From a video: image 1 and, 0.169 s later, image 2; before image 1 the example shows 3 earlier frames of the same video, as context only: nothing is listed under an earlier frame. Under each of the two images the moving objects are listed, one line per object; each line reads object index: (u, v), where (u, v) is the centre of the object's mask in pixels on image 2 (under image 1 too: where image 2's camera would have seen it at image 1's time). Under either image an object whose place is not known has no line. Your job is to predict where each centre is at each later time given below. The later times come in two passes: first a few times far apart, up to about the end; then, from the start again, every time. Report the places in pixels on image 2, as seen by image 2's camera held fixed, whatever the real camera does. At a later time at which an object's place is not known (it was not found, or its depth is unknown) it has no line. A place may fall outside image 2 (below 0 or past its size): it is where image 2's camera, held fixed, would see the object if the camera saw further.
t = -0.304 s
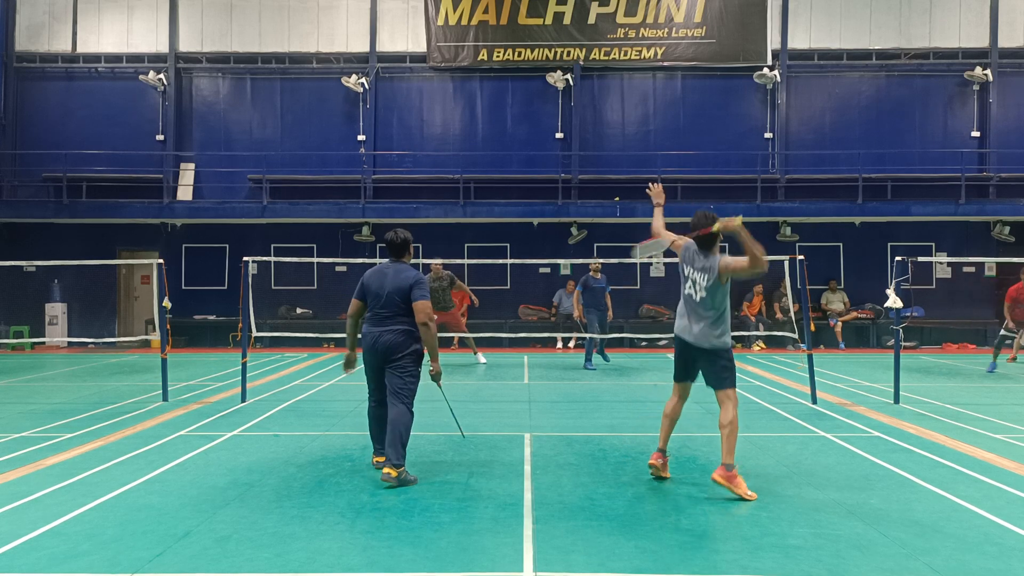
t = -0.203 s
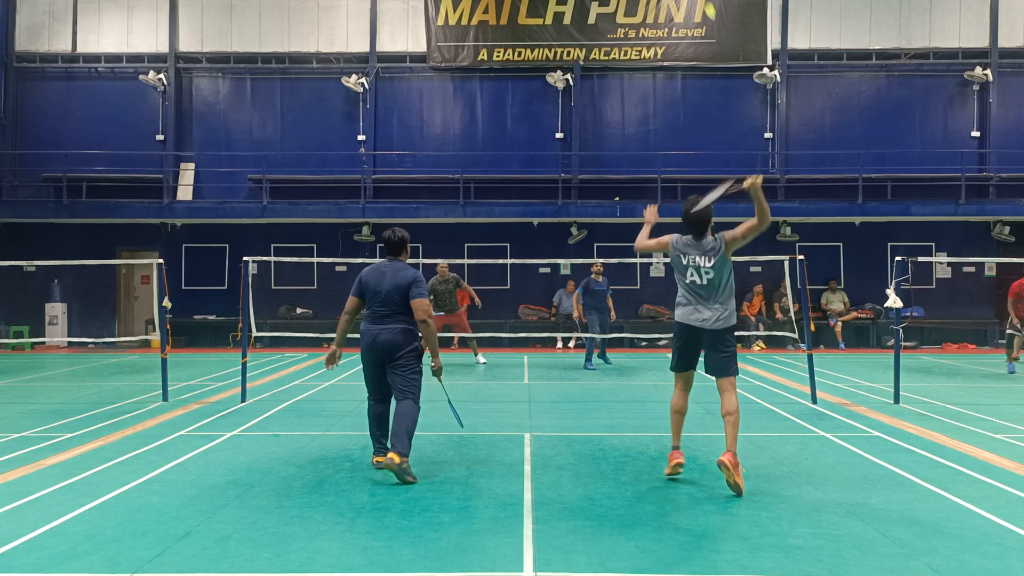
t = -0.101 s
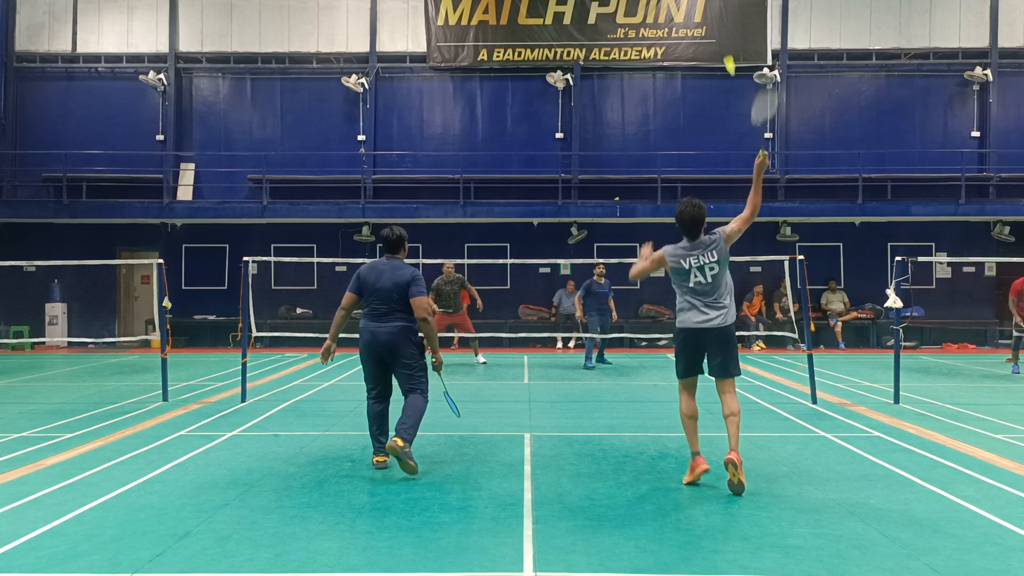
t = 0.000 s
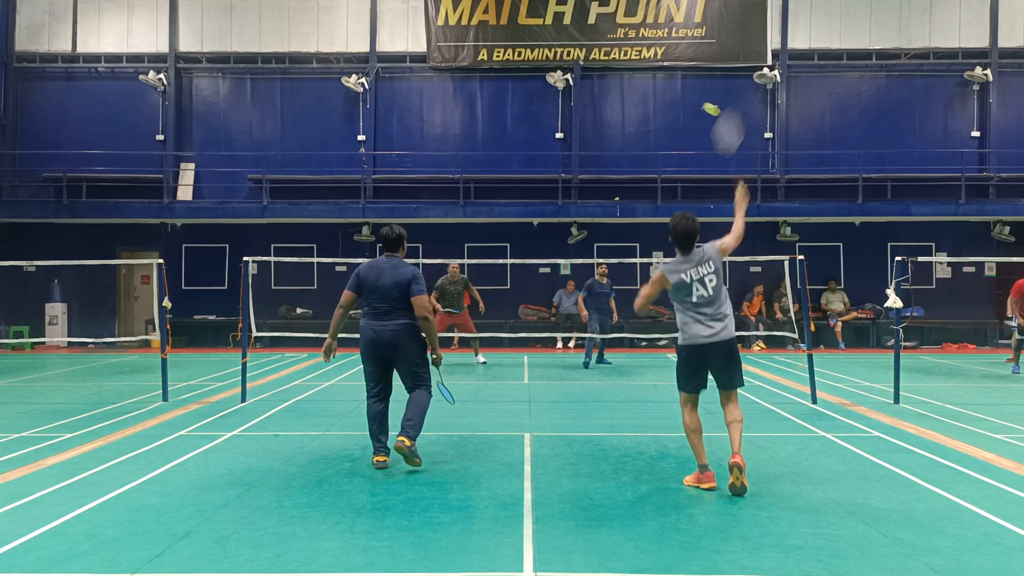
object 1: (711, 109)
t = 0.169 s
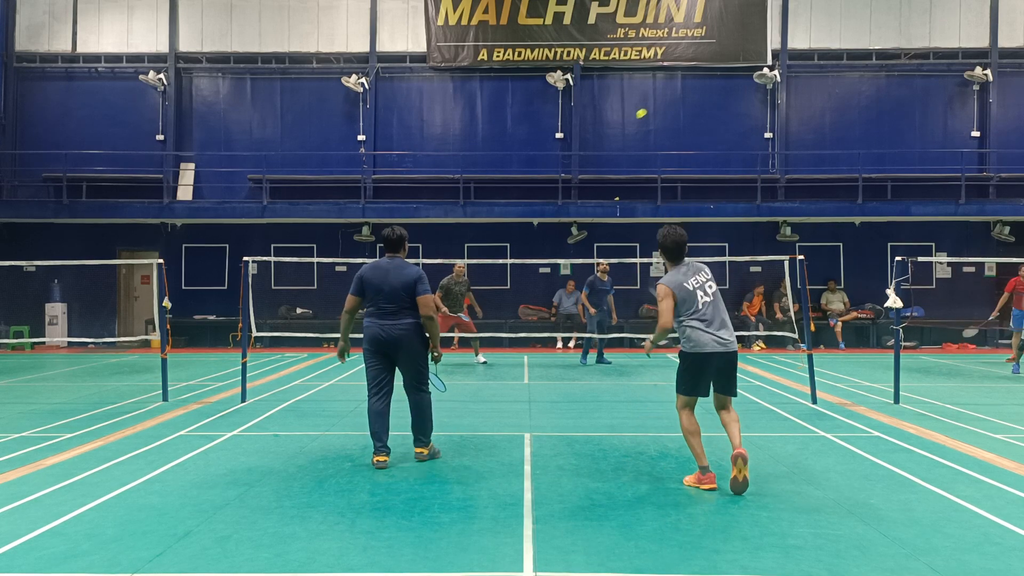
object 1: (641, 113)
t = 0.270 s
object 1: (618, 132)
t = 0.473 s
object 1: (590, 175)
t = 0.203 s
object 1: (633, 120)
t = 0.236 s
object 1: (625, 127)
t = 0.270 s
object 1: (618, 132)
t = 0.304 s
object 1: (612, 138)
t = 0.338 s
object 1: (607, 144)
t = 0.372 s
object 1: (602, 151)
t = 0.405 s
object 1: (598, 159)
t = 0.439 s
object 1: (594, 167)
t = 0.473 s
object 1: (590, 175)
